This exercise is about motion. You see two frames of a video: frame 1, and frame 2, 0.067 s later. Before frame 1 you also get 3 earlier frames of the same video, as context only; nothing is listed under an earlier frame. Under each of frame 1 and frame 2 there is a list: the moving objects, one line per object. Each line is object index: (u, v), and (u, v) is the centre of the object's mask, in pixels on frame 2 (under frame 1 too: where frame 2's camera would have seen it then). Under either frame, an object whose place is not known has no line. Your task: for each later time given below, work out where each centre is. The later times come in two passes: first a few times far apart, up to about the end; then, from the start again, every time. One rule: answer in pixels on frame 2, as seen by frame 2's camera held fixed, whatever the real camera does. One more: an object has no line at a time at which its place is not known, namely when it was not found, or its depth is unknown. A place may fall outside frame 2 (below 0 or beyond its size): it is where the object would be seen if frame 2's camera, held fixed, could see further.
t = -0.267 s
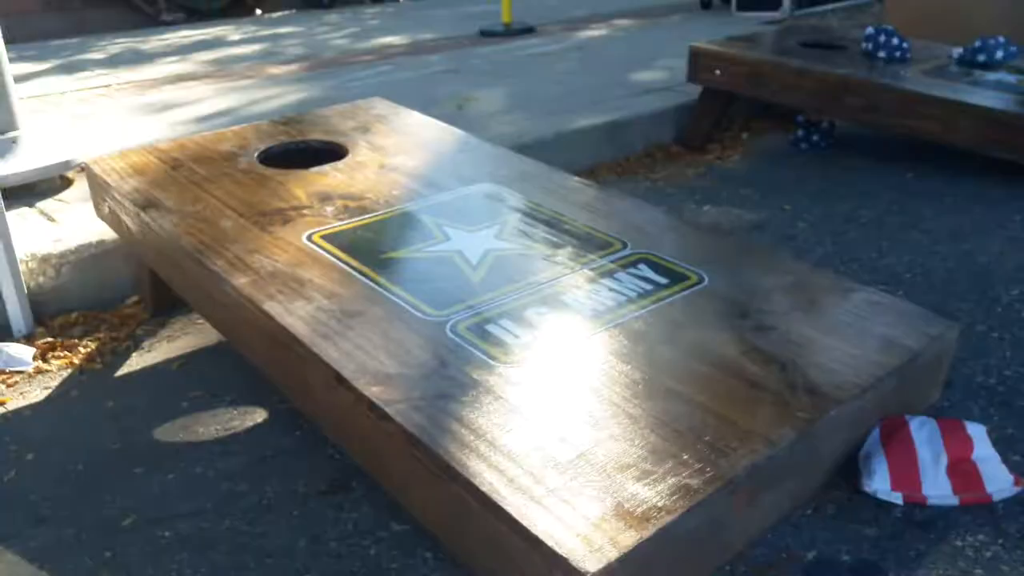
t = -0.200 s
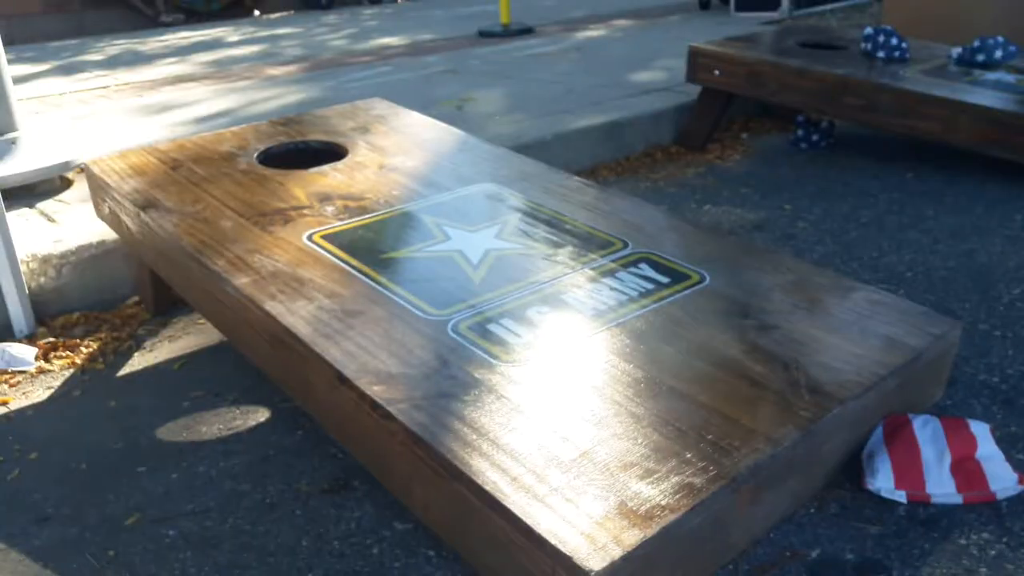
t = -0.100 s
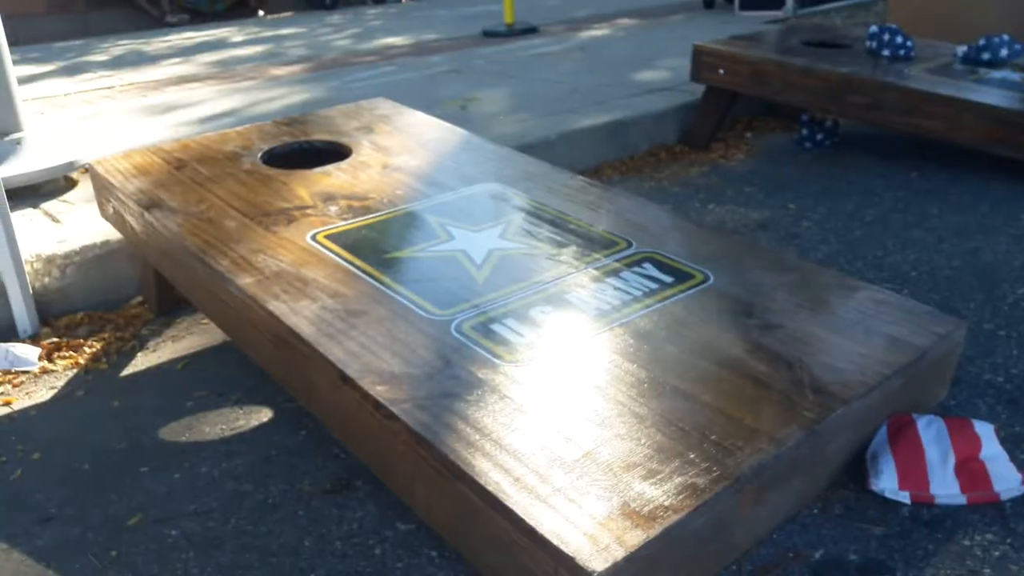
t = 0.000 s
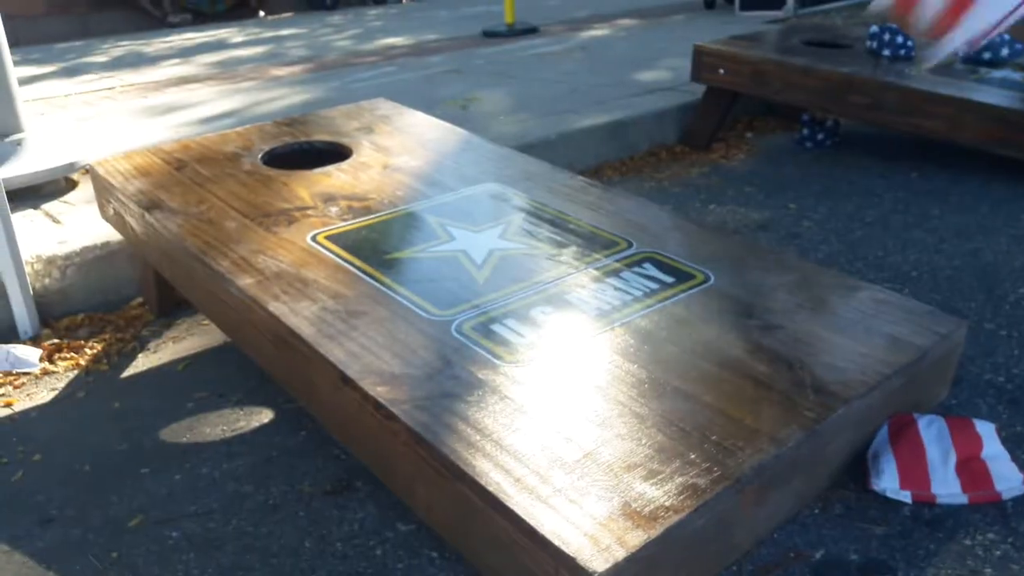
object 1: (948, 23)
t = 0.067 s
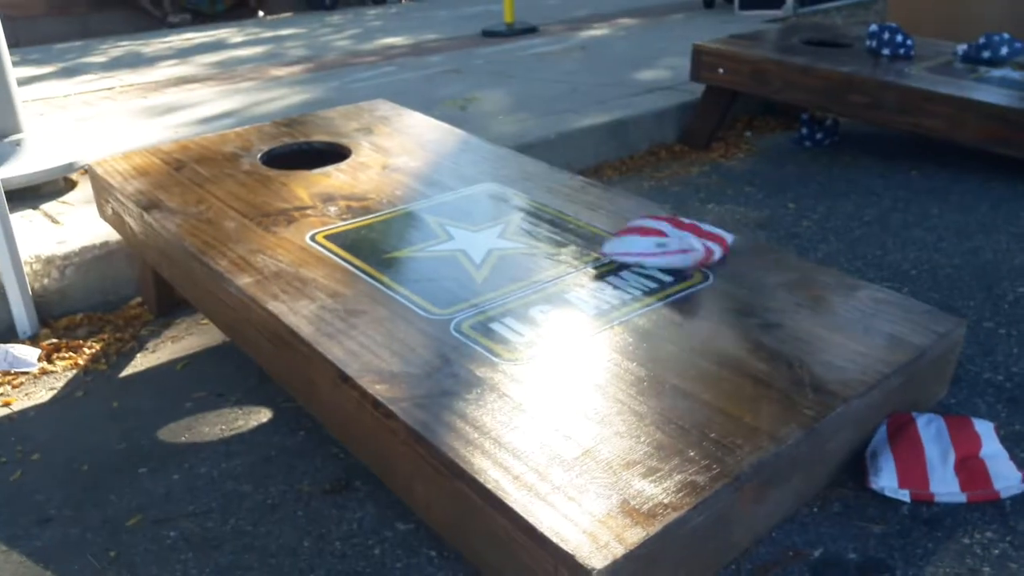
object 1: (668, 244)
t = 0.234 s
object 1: (501, 173)
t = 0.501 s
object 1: (402, 134)
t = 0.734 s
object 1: (397, 133)
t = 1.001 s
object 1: (397, 133)
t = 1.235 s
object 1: (397, 132)
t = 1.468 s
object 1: (397, 133)
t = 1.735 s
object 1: (397, 133)
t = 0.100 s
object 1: (626, 221)
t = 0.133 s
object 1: (587, 204)
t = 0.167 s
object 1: (555, 193)
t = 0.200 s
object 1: (523, 182)
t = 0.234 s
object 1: (501, 173)
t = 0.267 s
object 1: (479, 164)
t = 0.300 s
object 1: (460, 156)
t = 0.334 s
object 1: (446, 150)
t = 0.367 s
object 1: (434, 145)
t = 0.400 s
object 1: (423, 141)
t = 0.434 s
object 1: (415, 138)
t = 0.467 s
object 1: (408, 136)
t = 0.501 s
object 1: (402, 134)
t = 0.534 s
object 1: (400, 134)
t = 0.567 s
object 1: (398, 133)
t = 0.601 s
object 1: (397, 133)
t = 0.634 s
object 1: (397, 133)
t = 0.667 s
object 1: (397, 133)
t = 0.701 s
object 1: (397, 133)
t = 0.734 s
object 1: (397, 133)
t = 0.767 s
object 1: (397, 133)
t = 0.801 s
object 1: (397, 133)
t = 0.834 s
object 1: (397, 133)
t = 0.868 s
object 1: (397, 132)
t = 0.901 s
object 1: (397, 133)
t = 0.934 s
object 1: (397, 133)
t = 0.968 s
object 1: (397, 133)
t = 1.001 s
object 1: (397, 133)
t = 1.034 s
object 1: (398, 133)
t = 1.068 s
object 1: (397, 132)
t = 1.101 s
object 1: (397, 132)
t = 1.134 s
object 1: (397, 132)
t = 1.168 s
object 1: (397, 132)
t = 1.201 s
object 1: (397, 132)
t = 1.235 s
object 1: (397, 132)
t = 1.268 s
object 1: (397, 133)
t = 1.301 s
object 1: (397, 132)
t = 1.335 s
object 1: (397, 133)
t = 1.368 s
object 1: (397, 132)
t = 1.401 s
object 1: (397, 133)
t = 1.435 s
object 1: (397, 133)
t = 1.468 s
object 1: (397, 133)
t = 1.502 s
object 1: (397, 133)
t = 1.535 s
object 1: (397, 133)
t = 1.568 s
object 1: (397, 133)
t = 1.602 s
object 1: (397, 133)
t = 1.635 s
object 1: (397, 133)
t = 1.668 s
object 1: (397, 133)
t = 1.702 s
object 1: (398, 133)
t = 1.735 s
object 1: (397, 133)
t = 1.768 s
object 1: (397, 133)
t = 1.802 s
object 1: (398, 132)
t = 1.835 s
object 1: (398, 133)
